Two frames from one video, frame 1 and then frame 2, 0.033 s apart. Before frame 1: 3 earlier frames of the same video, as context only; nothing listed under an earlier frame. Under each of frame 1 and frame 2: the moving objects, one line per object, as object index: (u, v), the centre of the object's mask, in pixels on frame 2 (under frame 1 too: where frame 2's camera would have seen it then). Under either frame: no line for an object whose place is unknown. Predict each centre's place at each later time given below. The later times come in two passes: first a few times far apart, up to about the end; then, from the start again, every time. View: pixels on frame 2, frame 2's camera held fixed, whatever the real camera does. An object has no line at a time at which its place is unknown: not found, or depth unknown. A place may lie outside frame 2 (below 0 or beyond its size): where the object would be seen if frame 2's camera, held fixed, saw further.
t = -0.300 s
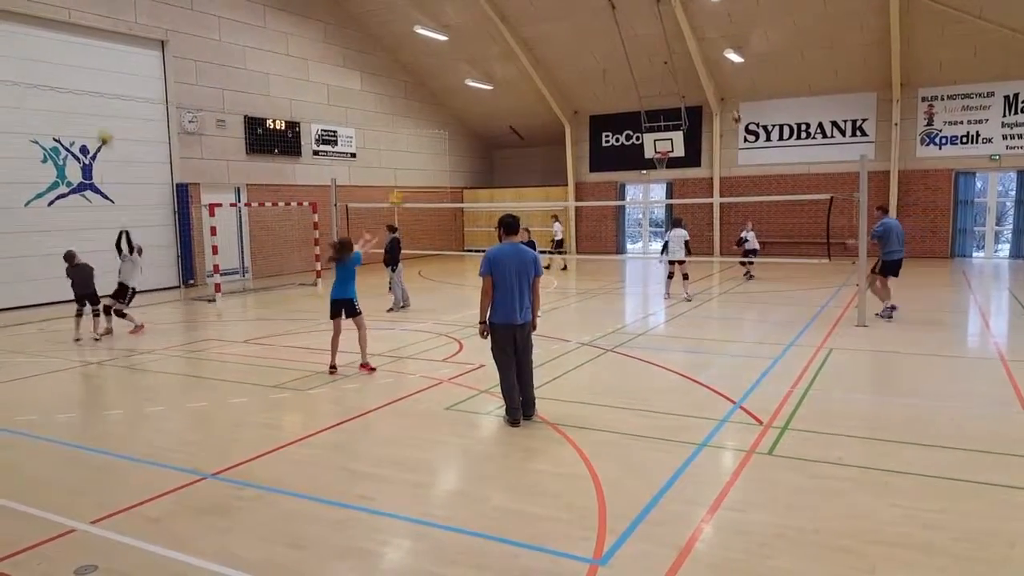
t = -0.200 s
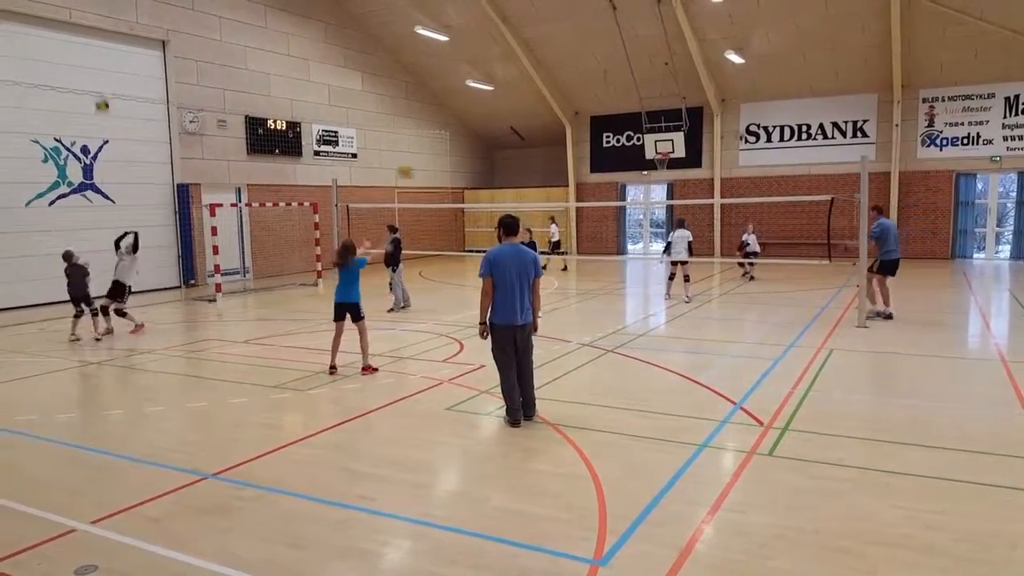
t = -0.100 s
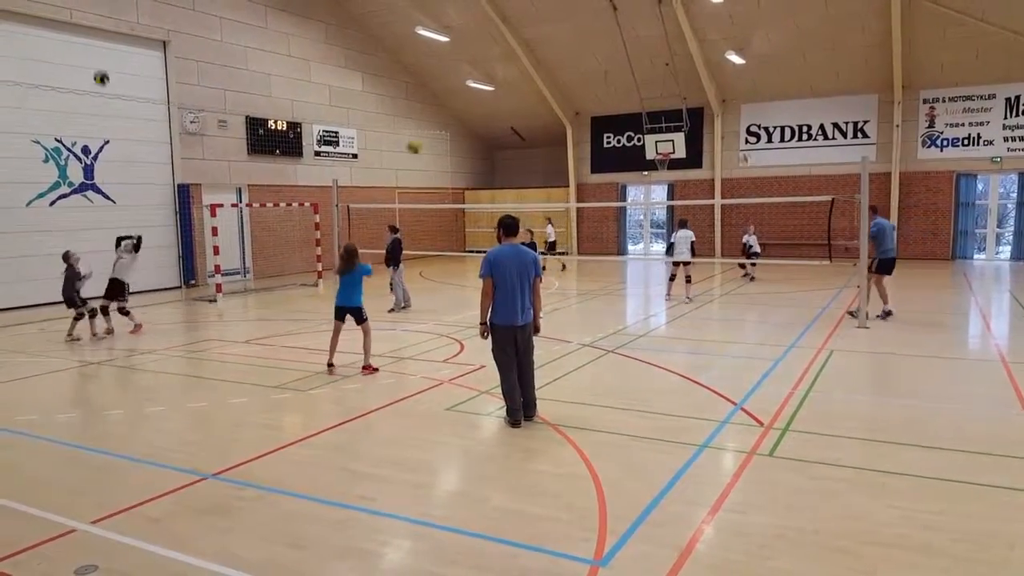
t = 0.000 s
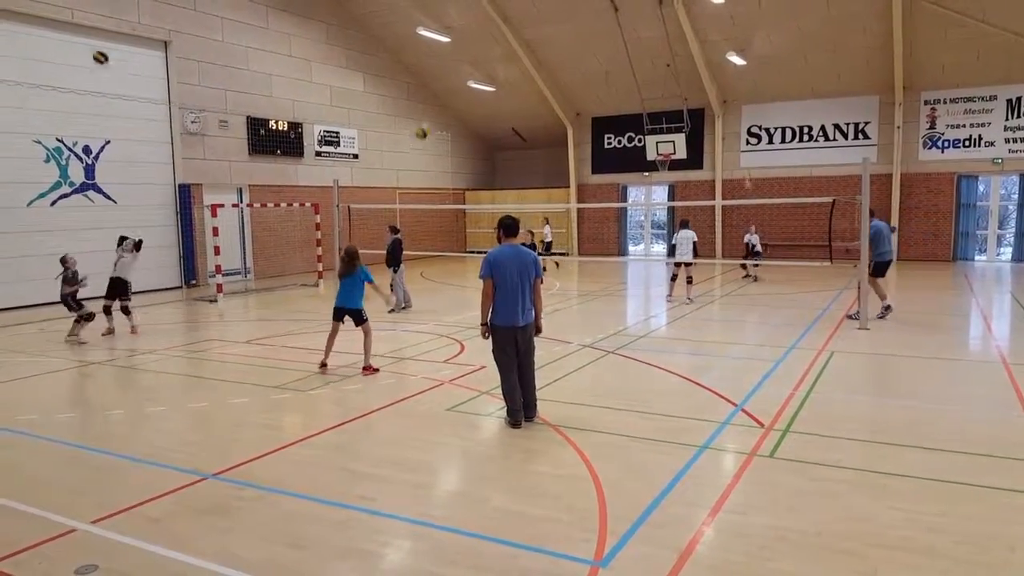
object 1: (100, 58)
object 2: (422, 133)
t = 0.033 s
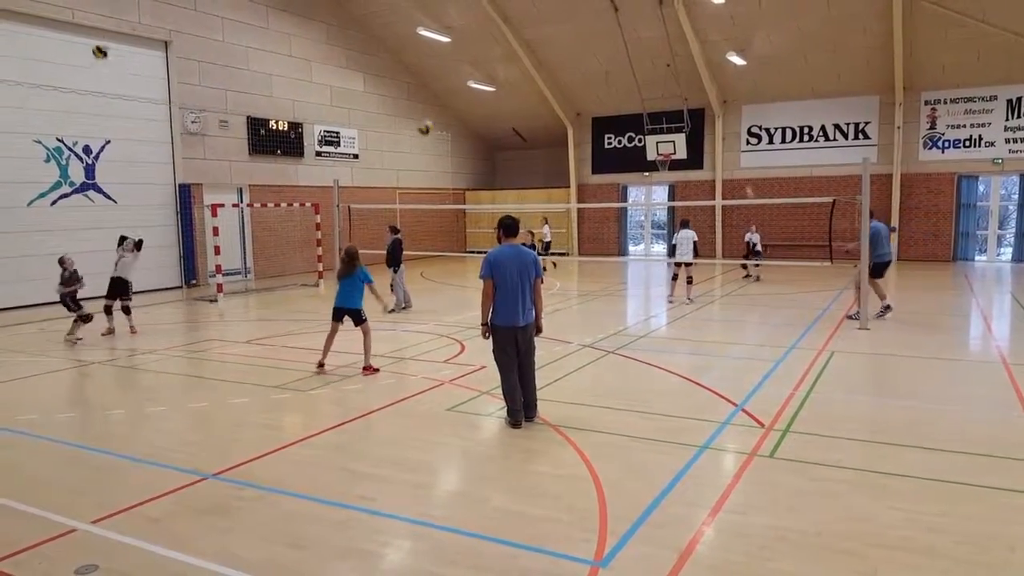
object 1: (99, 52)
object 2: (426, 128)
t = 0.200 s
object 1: (97, 35)
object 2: (437, 121)
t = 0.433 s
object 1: (98, 47)
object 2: (453, 145)
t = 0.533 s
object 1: (98, 67)
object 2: (463, 167)
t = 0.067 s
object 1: (100, 46)
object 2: (426, 125)
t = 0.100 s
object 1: (99, 43)
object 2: (429, 123)
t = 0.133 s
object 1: (99, 40)
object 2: (431, 122)
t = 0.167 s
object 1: (98, 37)
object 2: (434, 121)
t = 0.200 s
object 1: (97, 35)
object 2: (437, 121)
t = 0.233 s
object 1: (97, 34)
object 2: (439, 123)
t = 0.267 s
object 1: (97, 34)
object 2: (441, 125)
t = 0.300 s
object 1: (97, 35)
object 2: (444, 127)
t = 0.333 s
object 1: (97, 38)
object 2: (446, 131)
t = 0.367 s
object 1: (97, 40)
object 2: (448, 134)
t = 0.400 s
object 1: (97, 44)
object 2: (451, 139)
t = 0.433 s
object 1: (98, 47)
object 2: (453, 145)
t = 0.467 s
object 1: (98, 53)
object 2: (454, 152)
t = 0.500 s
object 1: (98, 60)
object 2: (457, 157)
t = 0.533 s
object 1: (98, 67)
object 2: (463, 167)
